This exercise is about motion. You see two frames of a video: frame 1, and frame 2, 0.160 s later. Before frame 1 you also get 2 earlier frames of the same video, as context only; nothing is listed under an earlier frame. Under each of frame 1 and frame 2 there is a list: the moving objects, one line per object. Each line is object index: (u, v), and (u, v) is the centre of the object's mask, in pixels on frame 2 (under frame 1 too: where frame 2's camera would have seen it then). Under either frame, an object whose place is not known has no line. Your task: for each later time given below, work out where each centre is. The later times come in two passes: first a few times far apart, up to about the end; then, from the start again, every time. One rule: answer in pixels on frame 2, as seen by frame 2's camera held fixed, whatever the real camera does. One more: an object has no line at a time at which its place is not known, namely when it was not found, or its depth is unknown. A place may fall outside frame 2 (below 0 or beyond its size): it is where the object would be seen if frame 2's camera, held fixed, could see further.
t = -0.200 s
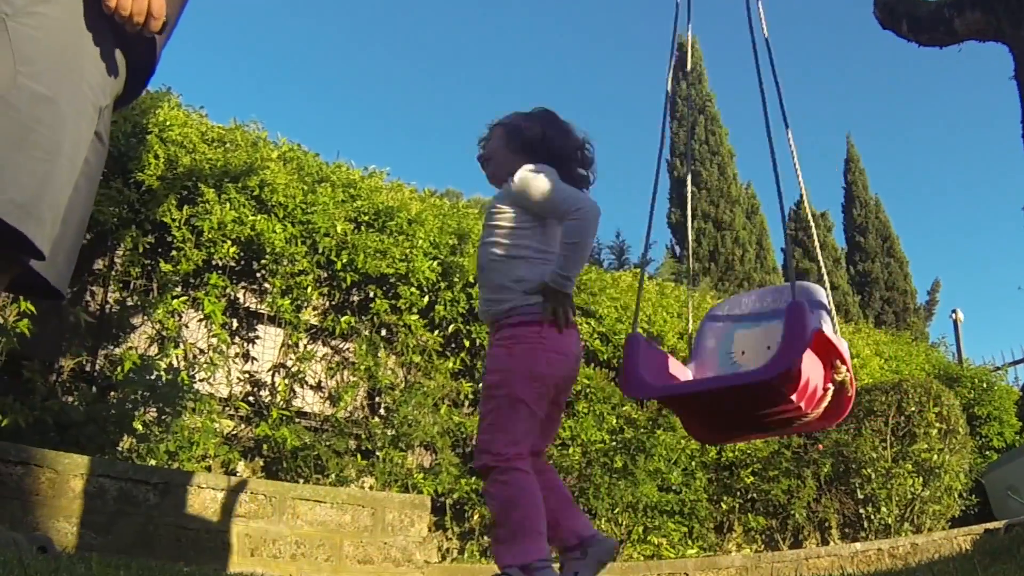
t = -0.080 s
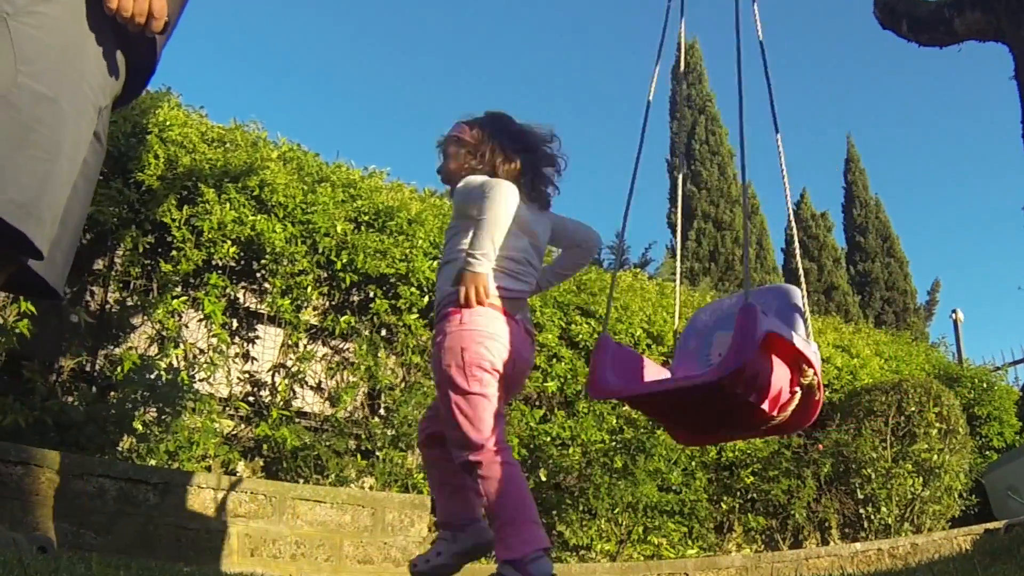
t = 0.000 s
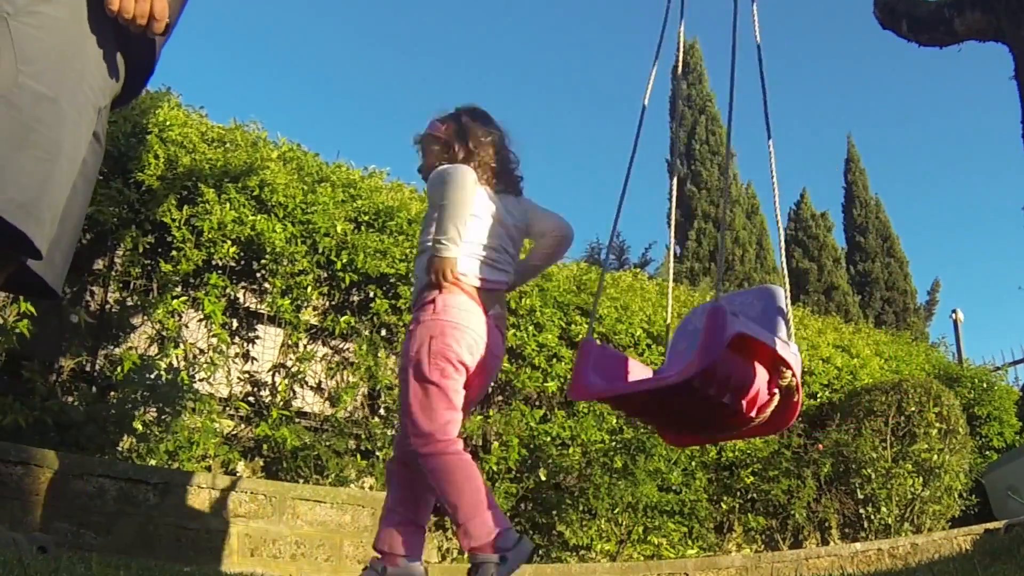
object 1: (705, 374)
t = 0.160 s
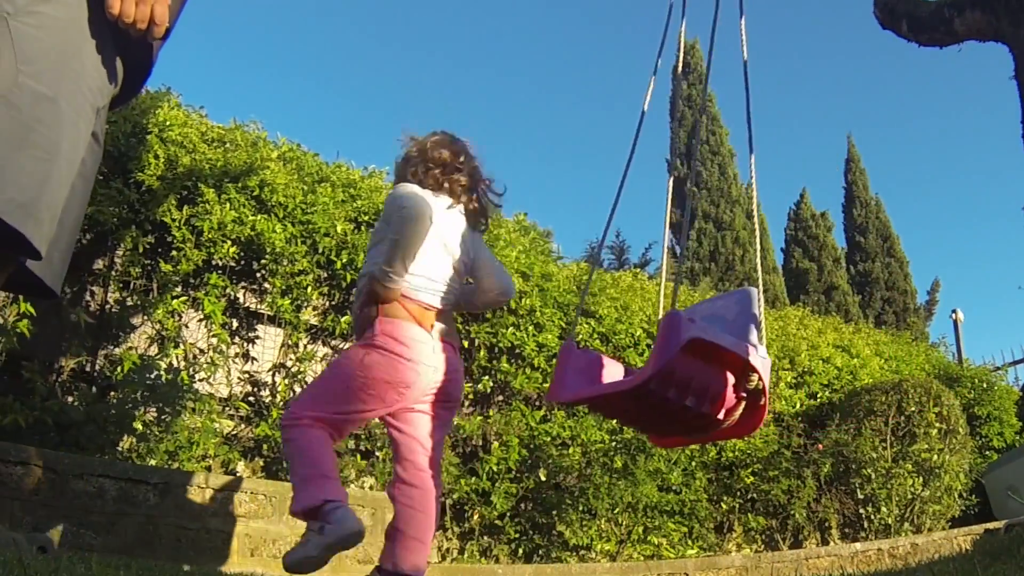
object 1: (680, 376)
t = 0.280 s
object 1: (671, 378)
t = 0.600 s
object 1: (690, 384)
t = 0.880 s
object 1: (745, 384)
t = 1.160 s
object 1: (801, 375)
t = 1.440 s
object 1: (841, 365)
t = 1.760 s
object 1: (843, 360)
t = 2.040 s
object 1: (805, 365)
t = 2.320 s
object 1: (747, 372)
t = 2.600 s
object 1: (700, 377)
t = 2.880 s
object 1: (690, 381)
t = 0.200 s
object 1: (676, 377)
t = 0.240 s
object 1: (673, 378)
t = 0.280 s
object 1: (671, 378)
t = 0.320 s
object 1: (670, 379)
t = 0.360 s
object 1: (670, 380)
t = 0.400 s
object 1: (671, 380)
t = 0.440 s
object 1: (673, 381)
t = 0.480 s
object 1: (675, 382)
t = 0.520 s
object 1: (679, 383)
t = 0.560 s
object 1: (685, 384)
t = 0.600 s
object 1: (690, 384)
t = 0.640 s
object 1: (697, 385)
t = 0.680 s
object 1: (704, 386)
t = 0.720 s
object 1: (711, 386)
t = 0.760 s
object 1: (719, 386)
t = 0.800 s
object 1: (727, 385)
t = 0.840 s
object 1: (736, 385)
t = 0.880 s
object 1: (745, 384)
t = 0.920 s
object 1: (753, 384)
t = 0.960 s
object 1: (761, 382)
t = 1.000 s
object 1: (769, 381)
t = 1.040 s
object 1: (778, 380)
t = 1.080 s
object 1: (786, 378)
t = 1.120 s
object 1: (794, 377)
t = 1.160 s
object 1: (801, 375)
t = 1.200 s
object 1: (808, 374)
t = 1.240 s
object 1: (815, 372)
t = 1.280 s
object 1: (821, 370)
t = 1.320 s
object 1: (827, 369)
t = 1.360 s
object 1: (832, 367)
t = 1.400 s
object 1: (837, 366)
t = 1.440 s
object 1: (841, 365)
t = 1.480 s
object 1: (843, 363)
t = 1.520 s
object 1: (845, 362)
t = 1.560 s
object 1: (847, 362)
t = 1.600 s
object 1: (847, 361)
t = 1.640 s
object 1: (848, 361)
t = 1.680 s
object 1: (847, 360)
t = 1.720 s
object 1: (845, 360)
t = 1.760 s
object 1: (843, 360)
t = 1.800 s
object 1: (840, 361)
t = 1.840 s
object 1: (836, 361)
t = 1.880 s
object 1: (831, 361)
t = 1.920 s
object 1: (825, 362)
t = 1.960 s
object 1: (819, 363)
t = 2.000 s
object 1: (812, 364)
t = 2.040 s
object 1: (805, 365)
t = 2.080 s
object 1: (798, 366)
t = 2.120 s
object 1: (789, 367)
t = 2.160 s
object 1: (781, 368)
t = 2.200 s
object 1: (772, 369)
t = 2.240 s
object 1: (764, 370)
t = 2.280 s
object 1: (755, 371)
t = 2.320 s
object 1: (747, 372)
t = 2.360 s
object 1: (739, 373)
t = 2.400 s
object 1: (731, 373)
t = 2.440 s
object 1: (724, 374)
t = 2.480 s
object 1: (717, 375)
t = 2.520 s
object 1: (710, 376)
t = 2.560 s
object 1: (705, 376)
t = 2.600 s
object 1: (700, 377)
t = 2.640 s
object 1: (696, 378)
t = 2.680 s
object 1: (693, 378)
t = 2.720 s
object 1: (691, 379)
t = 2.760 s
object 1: (689, 379)
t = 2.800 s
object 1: (689, 380)
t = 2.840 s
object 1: (689, 381)
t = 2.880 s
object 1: (690, 381)
